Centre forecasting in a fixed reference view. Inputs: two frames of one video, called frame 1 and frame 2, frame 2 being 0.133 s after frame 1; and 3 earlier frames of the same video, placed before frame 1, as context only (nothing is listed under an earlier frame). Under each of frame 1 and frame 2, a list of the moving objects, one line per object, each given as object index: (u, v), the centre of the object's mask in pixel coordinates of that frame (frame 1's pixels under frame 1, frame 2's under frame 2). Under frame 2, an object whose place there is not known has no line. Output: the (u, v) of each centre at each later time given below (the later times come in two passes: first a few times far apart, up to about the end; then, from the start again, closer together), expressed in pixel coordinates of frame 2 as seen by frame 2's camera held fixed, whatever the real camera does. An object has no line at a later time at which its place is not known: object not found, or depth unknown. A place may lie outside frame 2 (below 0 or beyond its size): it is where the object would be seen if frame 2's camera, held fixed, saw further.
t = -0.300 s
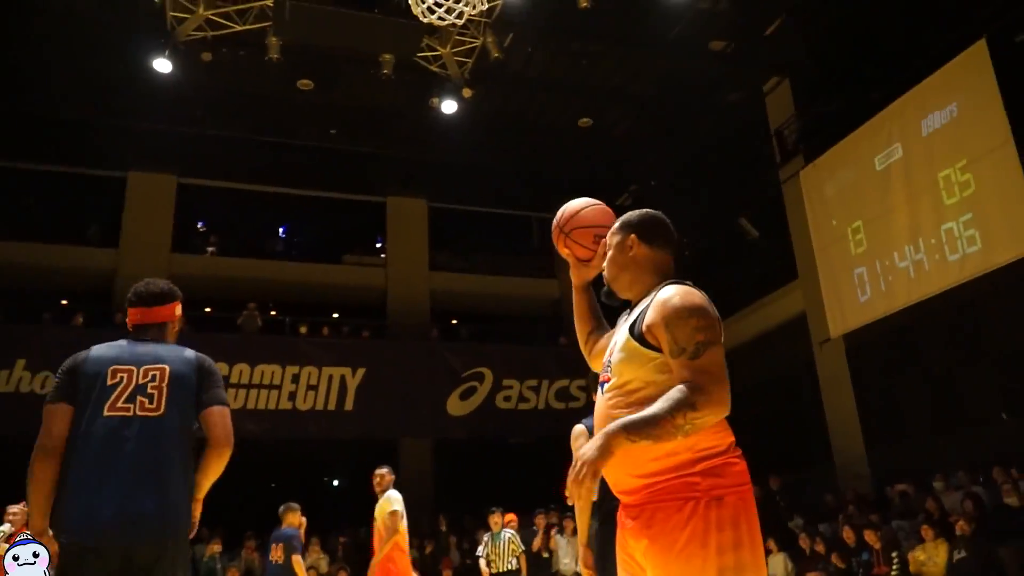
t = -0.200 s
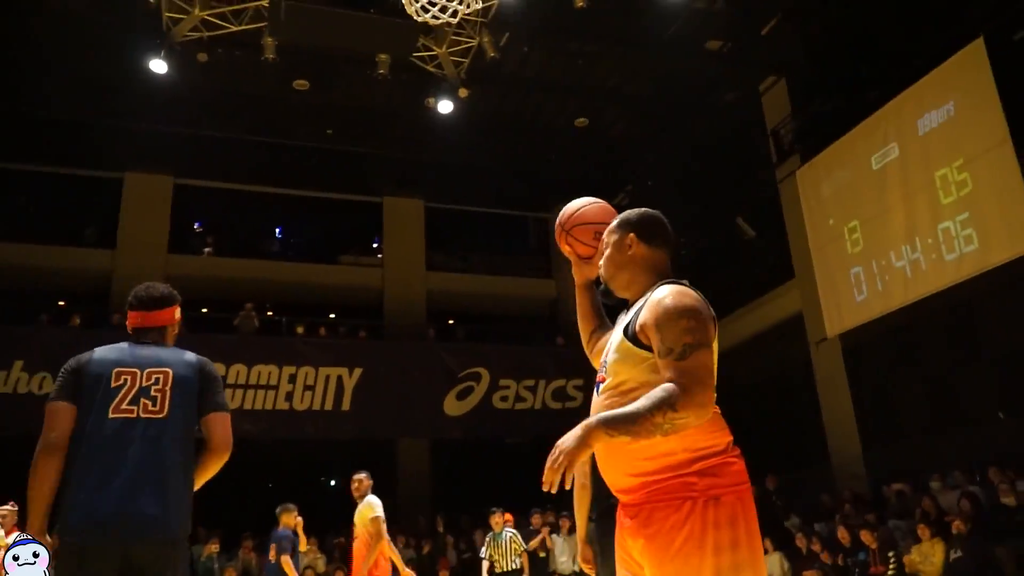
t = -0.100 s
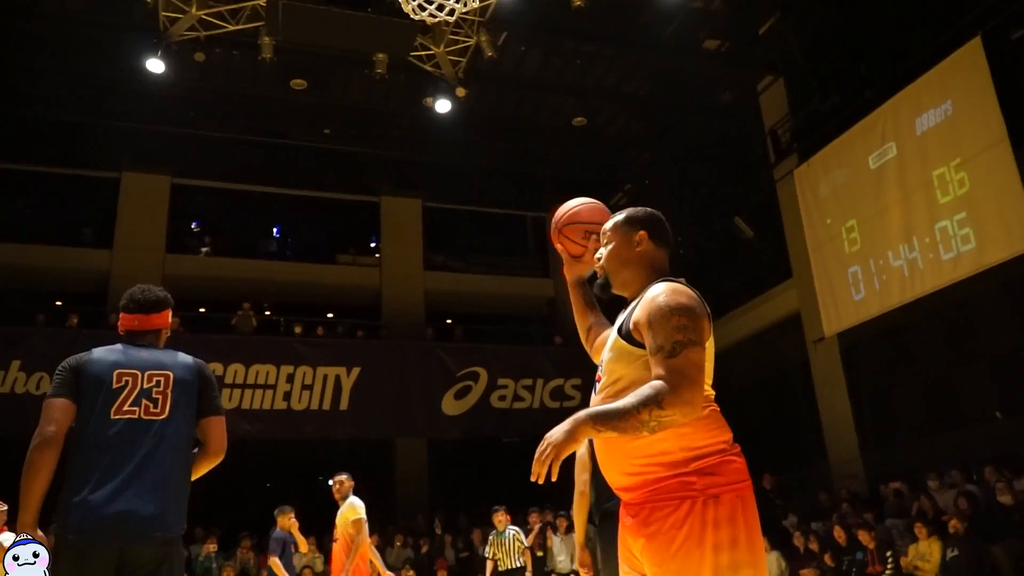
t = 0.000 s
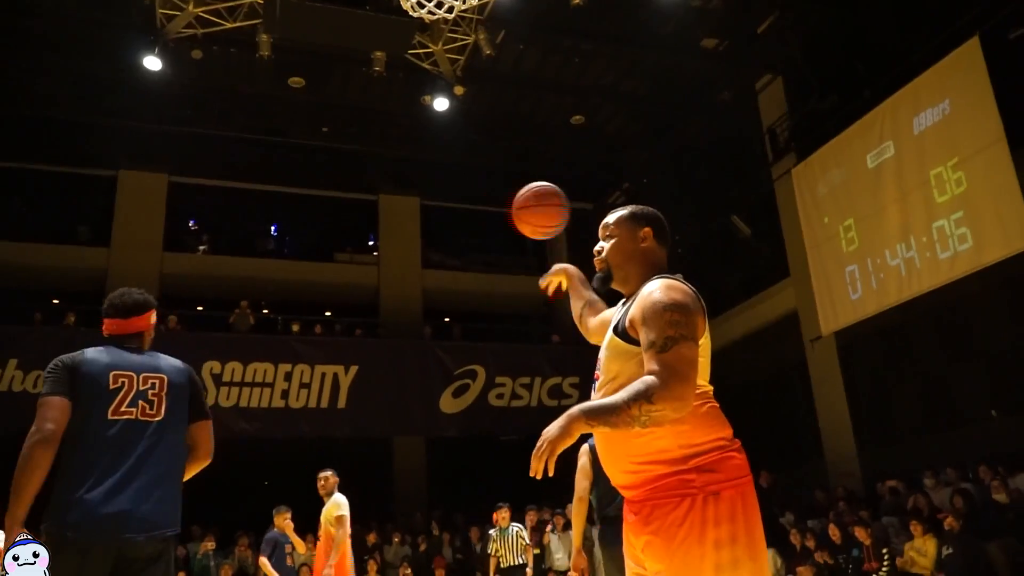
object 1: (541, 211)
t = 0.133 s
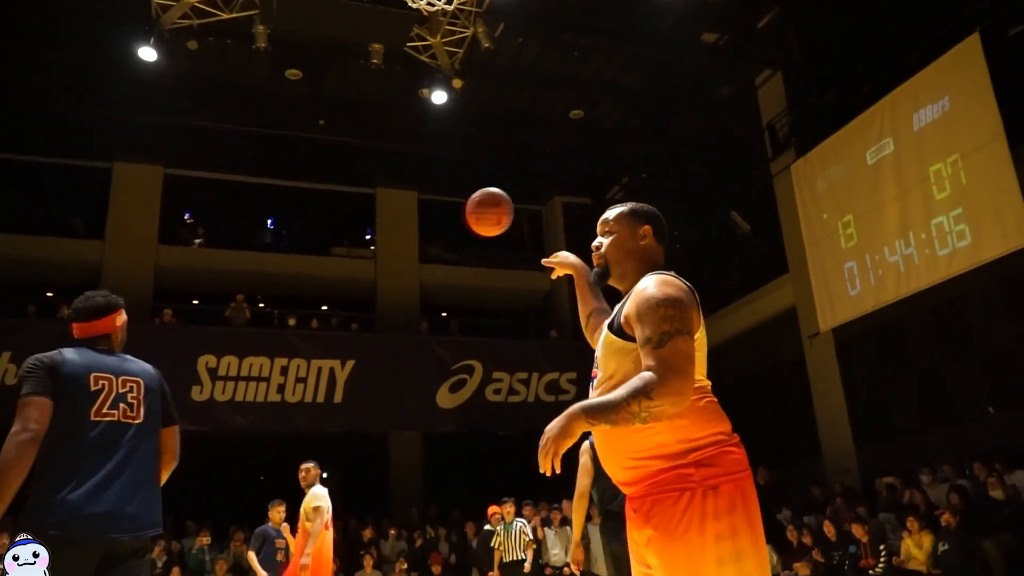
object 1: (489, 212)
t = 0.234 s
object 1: (465, 234)
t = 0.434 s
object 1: (426, 307)
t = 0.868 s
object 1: (378, 564)
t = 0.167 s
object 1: (481, 218)
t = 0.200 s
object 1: (473, 226)
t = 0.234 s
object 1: (465, 234)
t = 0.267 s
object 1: (458, 245)
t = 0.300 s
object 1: (451, 256)
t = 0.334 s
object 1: (443, 266)
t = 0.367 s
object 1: (437, 279)
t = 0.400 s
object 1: (431, 292)
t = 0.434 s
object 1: (426, 307)
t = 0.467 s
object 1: (420, 321)
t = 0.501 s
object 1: (415, 338)
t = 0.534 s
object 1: (411, 355)
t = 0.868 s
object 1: (378, 564)
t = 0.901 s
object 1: (374, 588)
